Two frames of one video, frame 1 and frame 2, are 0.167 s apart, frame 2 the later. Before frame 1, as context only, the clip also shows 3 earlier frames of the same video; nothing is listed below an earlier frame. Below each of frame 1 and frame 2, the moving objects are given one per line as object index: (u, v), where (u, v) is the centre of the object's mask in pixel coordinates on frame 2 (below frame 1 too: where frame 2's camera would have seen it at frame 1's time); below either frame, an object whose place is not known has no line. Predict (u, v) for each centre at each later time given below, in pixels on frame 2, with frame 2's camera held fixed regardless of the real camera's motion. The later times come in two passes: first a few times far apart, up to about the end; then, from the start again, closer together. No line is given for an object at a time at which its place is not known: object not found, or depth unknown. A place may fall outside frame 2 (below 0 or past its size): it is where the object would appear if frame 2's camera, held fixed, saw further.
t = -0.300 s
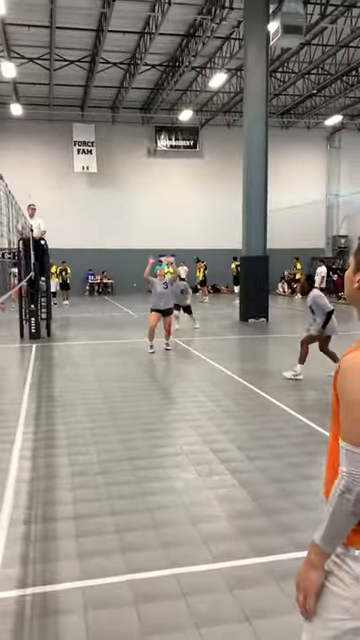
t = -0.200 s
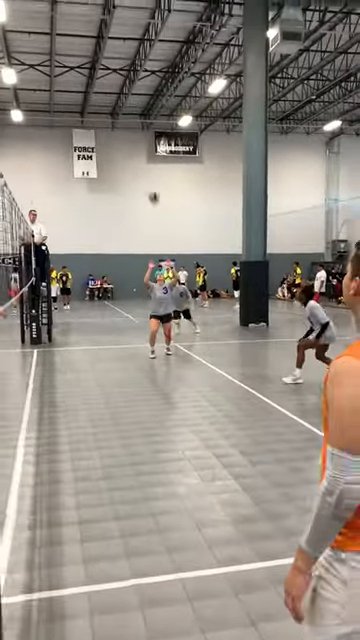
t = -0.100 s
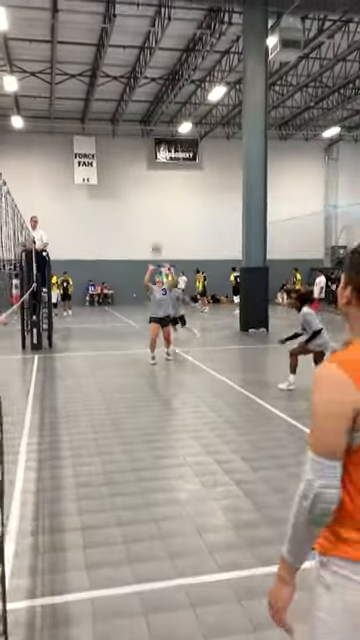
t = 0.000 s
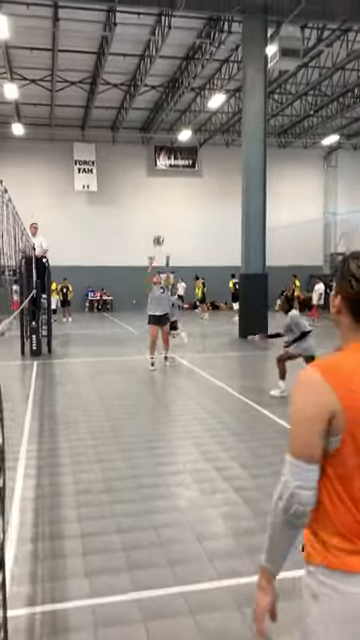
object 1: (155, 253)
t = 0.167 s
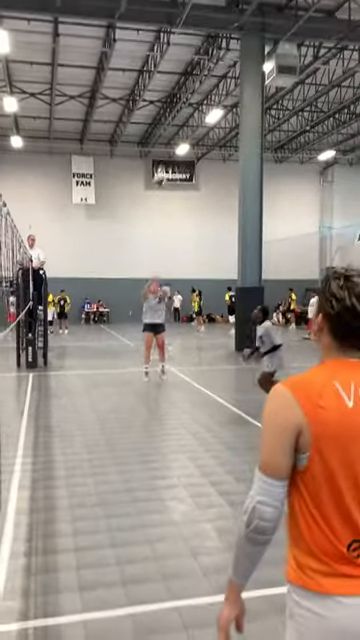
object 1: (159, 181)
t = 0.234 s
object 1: (161, 153)
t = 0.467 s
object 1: (166, 66)
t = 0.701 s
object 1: (173, 1)
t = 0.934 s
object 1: (183, -29)
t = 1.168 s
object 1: (194, 9)
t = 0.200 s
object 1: (159, 167)
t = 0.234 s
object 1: (161, 153)
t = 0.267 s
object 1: (162, 139)
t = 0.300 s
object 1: (162, 128)
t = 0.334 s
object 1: (163, 114)
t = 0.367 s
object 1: (164, 101)
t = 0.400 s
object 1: (165, 90)
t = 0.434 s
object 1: (166, 78)
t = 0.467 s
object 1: (166, 66)
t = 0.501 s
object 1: (167, 55)
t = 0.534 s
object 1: (168, 45)
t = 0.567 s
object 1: (169, 33)
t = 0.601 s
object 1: (170, 25)
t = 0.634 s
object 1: (171, 17)
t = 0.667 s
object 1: (172, 9)
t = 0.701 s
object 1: (173, 1)
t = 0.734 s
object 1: (174, -6)
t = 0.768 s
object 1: (176, -15)
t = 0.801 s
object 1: (178, -20)
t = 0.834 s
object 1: (179, -23)
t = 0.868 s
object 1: (181, -27)
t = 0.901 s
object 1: (182, -28)
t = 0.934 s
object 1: (183, -29)
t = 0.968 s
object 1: (185, -29)
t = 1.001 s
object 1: (187, -27)
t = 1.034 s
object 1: (187, -24)
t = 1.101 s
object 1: (190, -12)
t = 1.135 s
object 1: (192, -3)
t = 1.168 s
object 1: (194, 9)
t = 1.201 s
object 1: (196, 25)
